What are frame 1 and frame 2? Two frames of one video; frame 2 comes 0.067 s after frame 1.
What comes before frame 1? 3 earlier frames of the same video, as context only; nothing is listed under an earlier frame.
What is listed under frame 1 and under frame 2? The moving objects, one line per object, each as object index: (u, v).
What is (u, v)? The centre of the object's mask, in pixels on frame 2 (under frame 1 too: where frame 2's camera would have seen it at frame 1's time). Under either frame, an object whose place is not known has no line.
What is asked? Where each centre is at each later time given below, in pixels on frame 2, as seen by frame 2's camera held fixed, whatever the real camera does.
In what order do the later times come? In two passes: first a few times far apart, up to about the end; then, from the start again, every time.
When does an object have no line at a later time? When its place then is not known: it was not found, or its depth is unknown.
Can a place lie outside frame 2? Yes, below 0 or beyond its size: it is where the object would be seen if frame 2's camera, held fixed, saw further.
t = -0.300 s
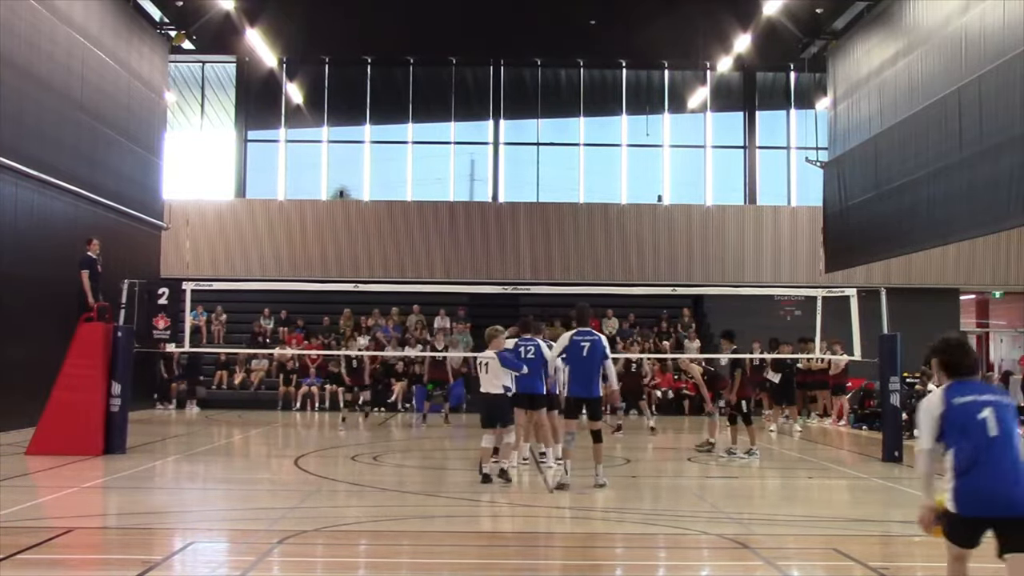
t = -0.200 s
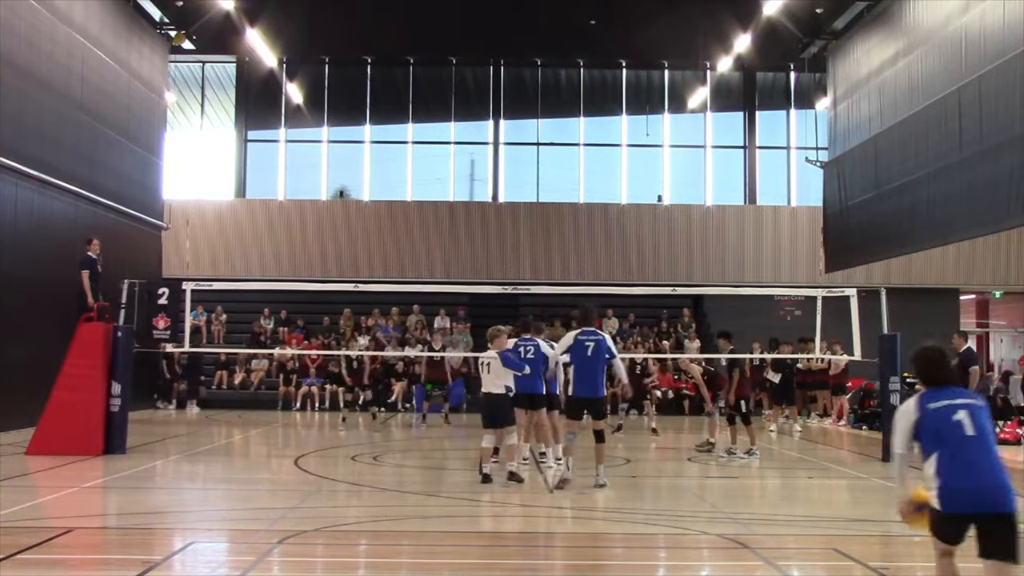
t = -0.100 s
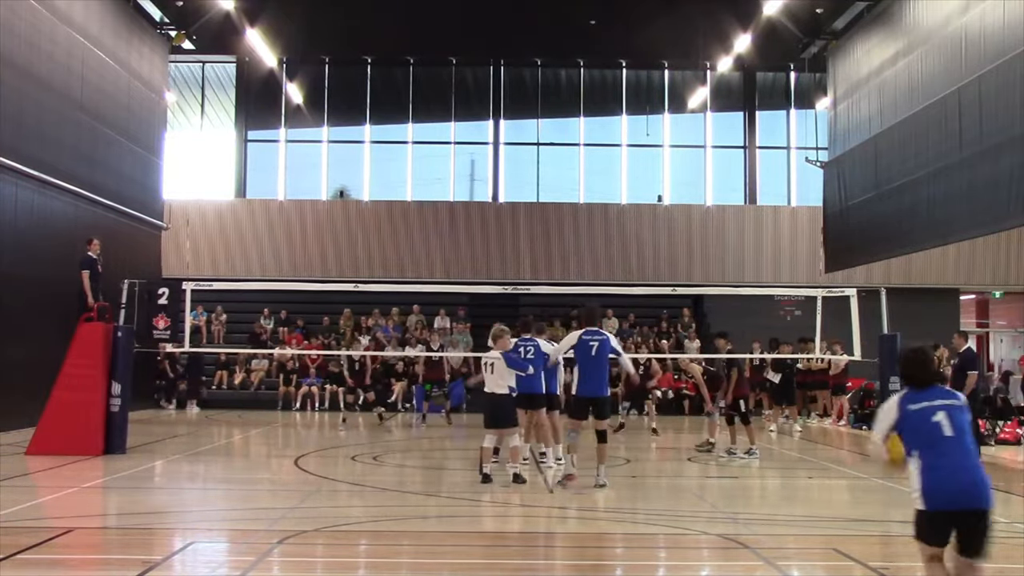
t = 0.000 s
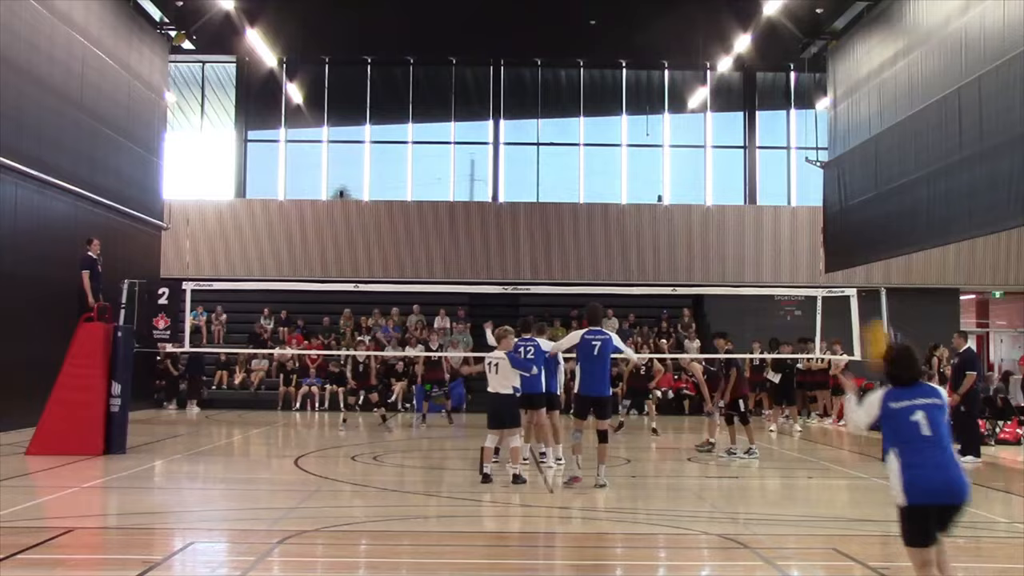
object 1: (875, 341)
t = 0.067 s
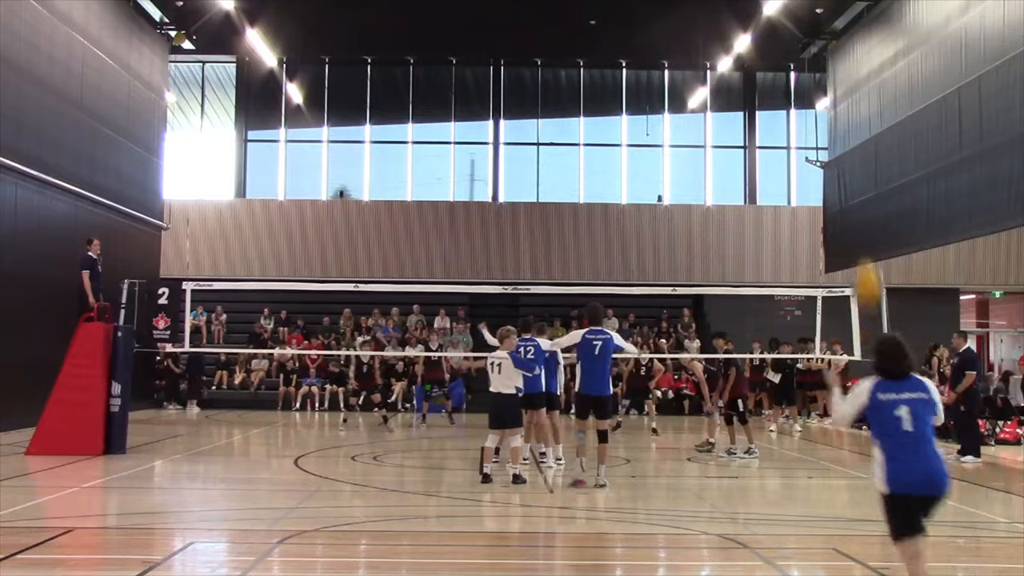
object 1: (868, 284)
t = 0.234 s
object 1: (842, 172)
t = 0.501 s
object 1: (805, 96)
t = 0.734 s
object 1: (779, 115)
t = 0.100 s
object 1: (861, 254)
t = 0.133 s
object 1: (856, 233)
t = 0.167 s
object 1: (852, 214)
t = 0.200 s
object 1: (847, 192)
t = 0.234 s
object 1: (842, 172)
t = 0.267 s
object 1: (838, 158)
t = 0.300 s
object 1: (832, 144)
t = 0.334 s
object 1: (827, 130)
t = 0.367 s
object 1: (823, 121)
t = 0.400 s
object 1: (817, 111)
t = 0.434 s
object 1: (814, 105)
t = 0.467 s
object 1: (809, 100)
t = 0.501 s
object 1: (805, 96)
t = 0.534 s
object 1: (802, 95)
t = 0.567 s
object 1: (798, 95)
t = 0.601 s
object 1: (793, 96)
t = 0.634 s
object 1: (790, 98)
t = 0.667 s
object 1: (786, 103)
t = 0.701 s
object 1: (783, 108)
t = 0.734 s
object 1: (779, 115)
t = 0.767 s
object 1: (775, 125)
